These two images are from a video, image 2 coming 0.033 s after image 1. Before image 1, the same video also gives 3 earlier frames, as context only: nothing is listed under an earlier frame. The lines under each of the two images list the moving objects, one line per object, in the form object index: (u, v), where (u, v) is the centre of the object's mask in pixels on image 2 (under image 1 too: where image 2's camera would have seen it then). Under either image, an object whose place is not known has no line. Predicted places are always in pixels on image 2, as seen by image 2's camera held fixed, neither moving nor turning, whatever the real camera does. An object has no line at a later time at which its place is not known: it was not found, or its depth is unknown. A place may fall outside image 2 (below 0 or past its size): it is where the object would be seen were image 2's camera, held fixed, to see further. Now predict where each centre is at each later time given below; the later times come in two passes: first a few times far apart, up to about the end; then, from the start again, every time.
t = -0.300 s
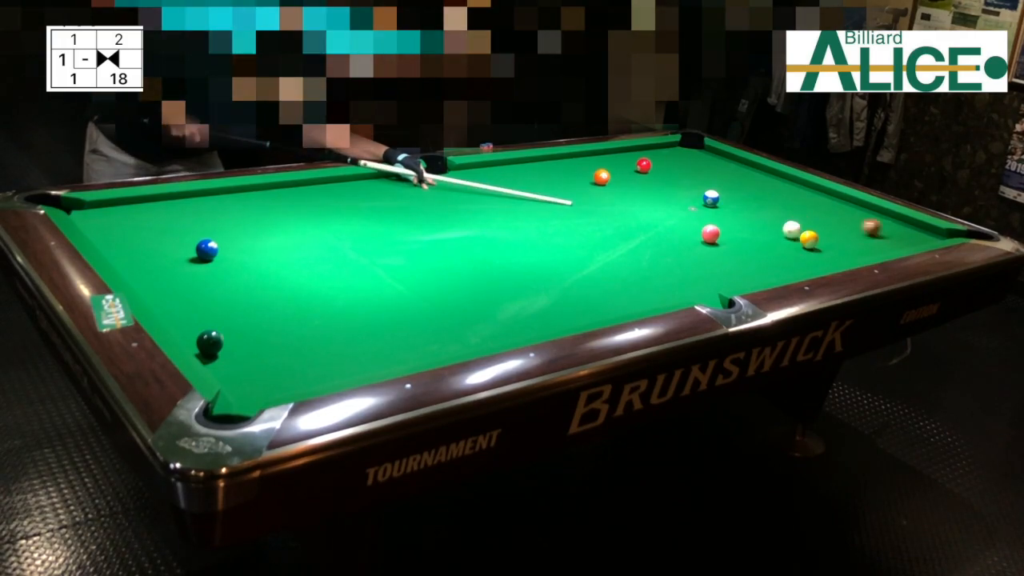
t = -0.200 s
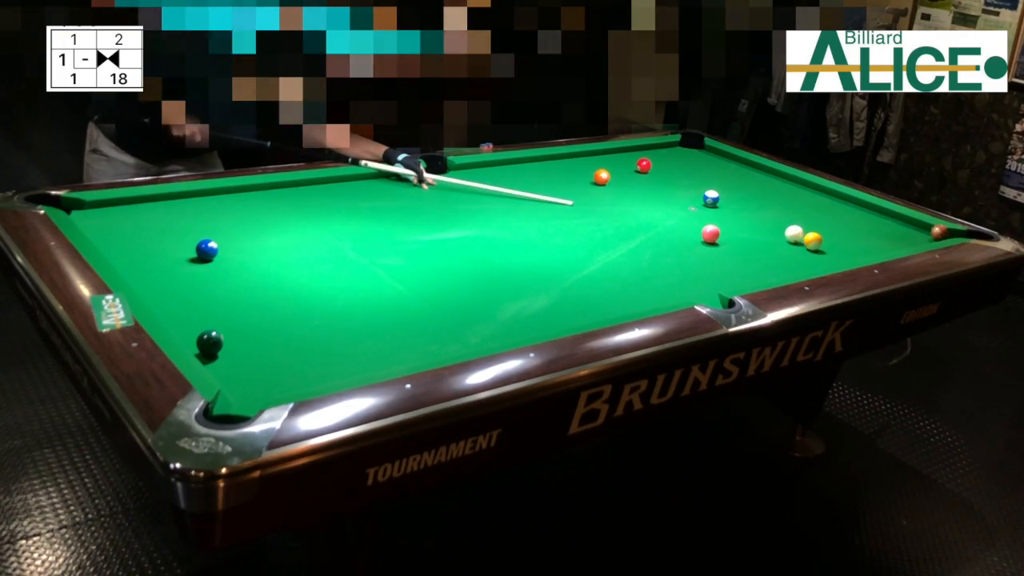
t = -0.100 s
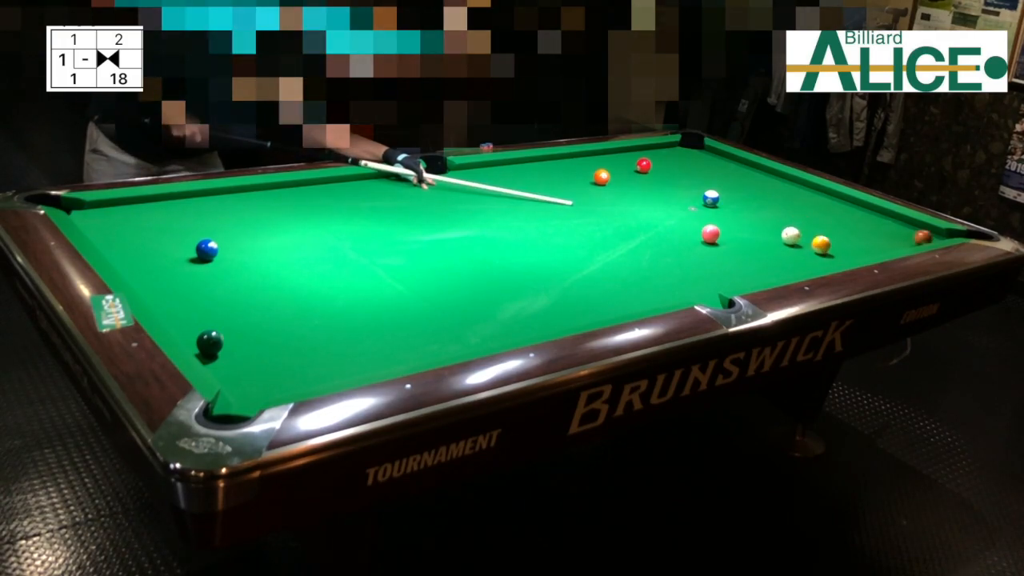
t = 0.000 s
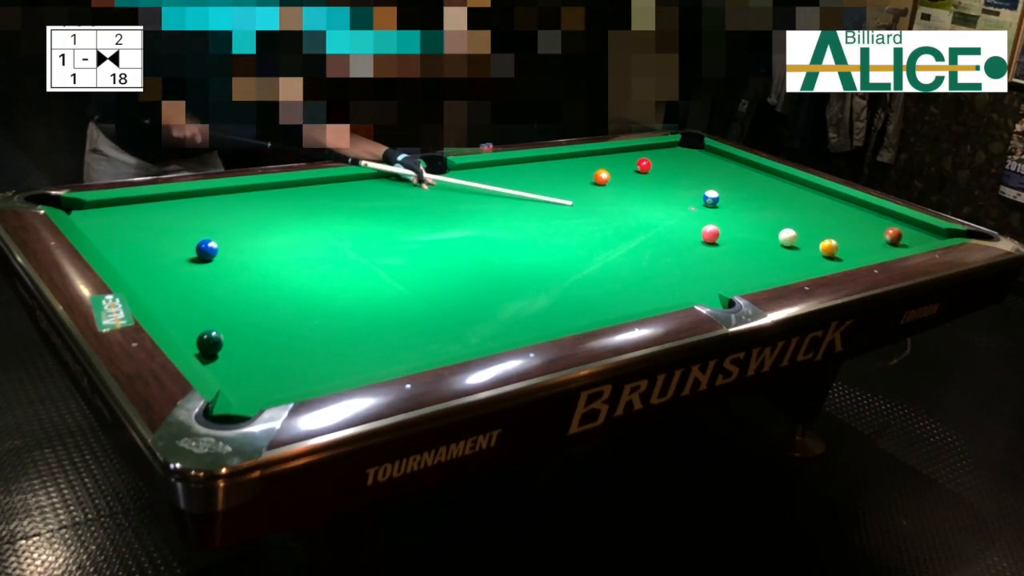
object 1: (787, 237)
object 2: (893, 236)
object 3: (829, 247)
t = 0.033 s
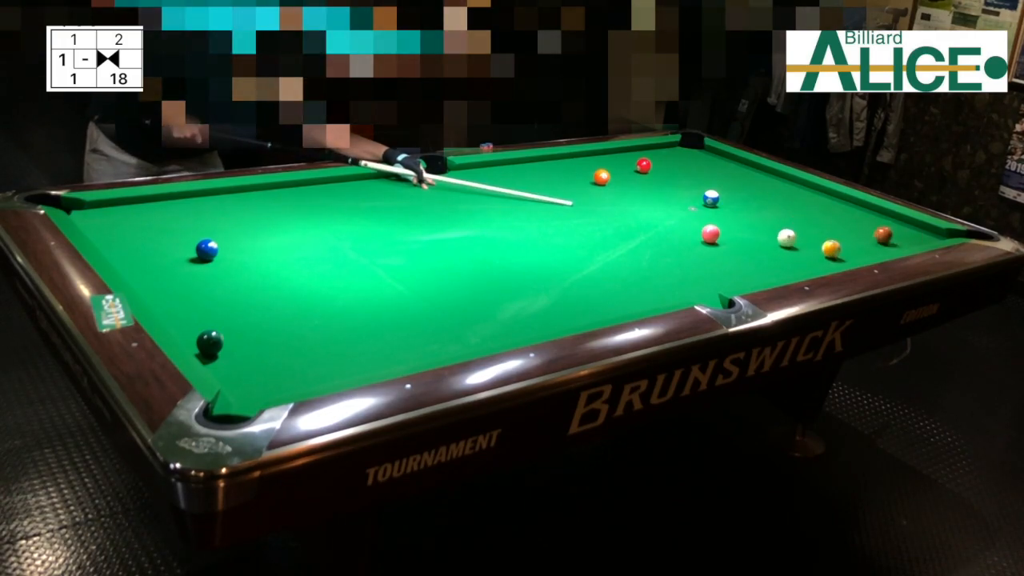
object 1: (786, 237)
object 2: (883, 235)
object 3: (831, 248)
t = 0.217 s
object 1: (781, 241)
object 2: (831, 231)
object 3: (845, 254)
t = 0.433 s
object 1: (774, 244)
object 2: (769, 226)
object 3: (850, 254)
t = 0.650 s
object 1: (768, 247)
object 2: (708, 220)
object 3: (841, 253)
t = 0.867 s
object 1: (763, 250)
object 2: (648, 217)
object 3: (834, 250)
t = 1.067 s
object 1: (758, 253)
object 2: (593, 213)
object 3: (827, 247)
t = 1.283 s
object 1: (753, 255)
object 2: (536, 208)
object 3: (822, 245)
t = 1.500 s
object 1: (748, 258)
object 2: (478, 203)
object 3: (817, 242)
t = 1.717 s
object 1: (744, 259)
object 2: (421, 199)
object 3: (813, 241)
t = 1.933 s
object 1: (740, 261)
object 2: (364, 194)
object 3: (810, 239)
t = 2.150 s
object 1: (737, 263)
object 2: (308, 190)
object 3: (807, 238)
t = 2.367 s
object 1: (734, 264)
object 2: (261, 189)
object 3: (806, 238)
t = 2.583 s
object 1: (732, 265)
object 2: (240, 196)
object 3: (805, 237)
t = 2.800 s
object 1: (731, 265)
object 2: (219, 204)
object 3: (804, 237)
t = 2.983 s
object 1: (730, 266)
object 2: (201, 210)
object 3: (805, 237)
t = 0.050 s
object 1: (786, 238)
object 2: (878, 235)
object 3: (832, 249)
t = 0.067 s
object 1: (785, 238)
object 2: (873, 234)
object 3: (833, 249)
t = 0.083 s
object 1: (784, 239)
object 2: (869, 234)
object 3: (835, 250)
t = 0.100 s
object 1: (784, 239)
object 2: (864, 234)
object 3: (836, 250)
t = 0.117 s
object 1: (784, 239)
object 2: (859, 233)
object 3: (838, 251)
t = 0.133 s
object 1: (783, 239)
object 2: (854, 233)
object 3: (839, 252)
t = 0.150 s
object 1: (782, 239)
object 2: (850, 232)
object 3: (840, 252)
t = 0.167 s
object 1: (782, 240)
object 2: (845, 232)
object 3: (841, 253)
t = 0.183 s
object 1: (781, 240)
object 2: (840, 232)
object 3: (843, 253)
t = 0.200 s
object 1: (781, 240)
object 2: (835, 232)
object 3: (844, 253)
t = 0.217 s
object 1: (781, 241)
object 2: (831, 231)
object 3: (845, 254)
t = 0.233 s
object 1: (780, 241)
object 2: (826, 231)
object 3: (846, 254)
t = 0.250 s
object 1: (780, 241)
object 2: (821, 231)
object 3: (847, 254)
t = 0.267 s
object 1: (779, 242)
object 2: (816, 230)
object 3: (849, 254)
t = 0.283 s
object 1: (779, 242)
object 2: (812, 230)
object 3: (850, 255)
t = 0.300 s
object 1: (778, 242)
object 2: (807, 229)
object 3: (851, 255)
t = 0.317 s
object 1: (778, 242)
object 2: (803, 229)
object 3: (852, 255)
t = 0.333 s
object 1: (777, 243)
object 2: (797, 229)
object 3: (853, 255)
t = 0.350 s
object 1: (777, 243)
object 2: (793, 228)
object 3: (853, 255)
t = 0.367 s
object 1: (776, 243)
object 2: (788, 228)
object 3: (853, 255)
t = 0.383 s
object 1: (776, 243)
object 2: (783, 227)
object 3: (852, 255)
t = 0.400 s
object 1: (775, 244)
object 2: (779, 226)
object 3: (851, 255)
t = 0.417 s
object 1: (775, 244)
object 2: (774, 226)
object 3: (851, 255)
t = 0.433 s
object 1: (774, 244)
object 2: (769, 226)
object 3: (850, 254)
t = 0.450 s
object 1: (774, 244)
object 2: (764, 226)
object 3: (849, 254)
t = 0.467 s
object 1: (774, 245)
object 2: (760, 226)
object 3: (849, 254)
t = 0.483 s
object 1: (773, 245)
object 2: (755, 225)
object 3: (848, 254)
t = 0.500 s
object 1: (773, 245)
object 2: (750, 225)
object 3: (847, 254)
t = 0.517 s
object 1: (772, 246)
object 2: (745, 225)
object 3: (847, 254)
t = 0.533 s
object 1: (771, 246)
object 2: (741, 224)
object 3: (846, 254)
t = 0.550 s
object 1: (771, 246)
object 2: (736, 224)
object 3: (845, 254)
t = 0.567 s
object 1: (771, 246)
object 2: (731, 224)
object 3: (845, 254)
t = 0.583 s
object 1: (770, 246)
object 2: (727, 223)
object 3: (844, 254)
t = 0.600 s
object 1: (770, 246)
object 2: (723, 222)
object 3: (843, 253)
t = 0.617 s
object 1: (769, 247)
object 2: (718, 221)
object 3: (843, 253)
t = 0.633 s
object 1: (769, 247)
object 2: (713, 220)
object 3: (842, 253)
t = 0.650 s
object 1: (768, 247)
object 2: (708, 220)
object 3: (841, 253)
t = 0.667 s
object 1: (768, 247)
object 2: (703, 220)
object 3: (841, 253)
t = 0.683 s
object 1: (767, 248)
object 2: (698, 220)
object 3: (840, 253)
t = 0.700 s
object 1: (767, 248)
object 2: (694, 221)
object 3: (840, 252)
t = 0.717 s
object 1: (767, 248)
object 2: (690, 220)
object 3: (839, 252)
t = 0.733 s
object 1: (766, 248)
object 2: (685, 220)
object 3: (838, 252)
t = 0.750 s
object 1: (766, 249)
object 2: (680, 220)
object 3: (838, 252)
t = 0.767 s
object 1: (765, 249)
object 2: (676, 219)
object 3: (837, 251)
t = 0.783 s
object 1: (765, 249)
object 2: (671, 219)
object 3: (836, 251)
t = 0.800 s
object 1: (764, 249)
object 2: (666, 219)
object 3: (836, 251)
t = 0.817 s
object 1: (764, 250)
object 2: (662, 218)
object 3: (835, 250)
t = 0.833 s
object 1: (764, 250)
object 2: (657, 218)
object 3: (835, 250)
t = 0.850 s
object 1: (763, 250)
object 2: (653, 218)
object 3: (834, 250)
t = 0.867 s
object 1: (763, 250)
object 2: (648, 217)
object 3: (834, 250)
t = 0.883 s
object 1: (762, 251)
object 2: (643, 217)
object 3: (833, 250)
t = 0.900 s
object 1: (762, 251)
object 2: (639, 216)
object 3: (833, 249)
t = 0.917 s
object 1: (762, 251)
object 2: (634, 216)
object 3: (832, 249)
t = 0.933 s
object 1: (761, 251)
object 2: (630, 216)
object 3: (831, 249)
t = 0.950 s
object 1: (761, 251)
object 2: (626, 215)
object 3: (831, 249)
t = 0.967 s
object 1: (760, 251)
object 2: (621, 215)
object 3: (830, 248)
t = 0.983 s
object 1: (760, 252)
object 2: (616, 215)
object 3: (830, 248)
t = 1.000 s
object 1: (759, 252)
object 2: (612, 214)
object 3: (829, 248)
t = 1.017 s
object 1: (759, 252)
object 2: (607, 214)
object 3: (829, 248)
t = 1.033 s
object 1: (759, 252)
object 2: (602, 214)
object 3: (828, 248)
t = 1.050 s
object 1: (758, 252)
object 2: (598, 213)
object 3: (828, 247)
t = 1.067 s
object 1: (758, 253)
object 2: (593, 213)
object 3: (827, 247)
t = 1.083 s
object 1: (757, 253)
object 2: (589, 212)
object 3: (827, 247)
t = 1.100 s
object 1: (757, 253)
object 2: (585, 212)
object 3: (826, 247)
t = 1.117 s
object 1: (757, 253)
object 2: (580, 212)
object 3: (826, 247)
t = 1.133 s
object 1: (756, 253)
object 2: (576, 211)
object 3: (825, 246)
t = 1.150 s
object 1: (756, 254)
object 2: (572, 211)
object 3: (825, 246)
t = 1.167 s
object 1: (755, 254)
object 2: (567, 211)
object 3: (825, 246)
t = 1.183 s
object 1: (755, 254)
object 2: (563, 210)
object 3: (824, 246)
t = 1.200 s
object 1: (755, 254)
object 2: (558, 210)
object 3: (824, 245)
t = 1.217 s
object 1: (754, 255)
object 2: (554, 210)
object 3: (823, 245)
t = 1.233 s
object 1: (754, 254)
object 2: (549, 209)
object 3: (823, 245)
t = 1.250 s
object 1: (753, 255)
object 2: (545, 209)
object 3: (822, 245)
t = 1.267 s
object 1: (753, 255)
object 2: (540, 208)
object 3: (822, 245)
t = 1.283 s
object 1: (753, 255)
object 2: (536, 208)
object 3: (822, 245)
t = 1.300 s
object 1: (752, 255)
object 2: (531, 208)
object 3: (821, 244)
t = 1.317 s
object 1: (752, 256)
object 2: (527, 207)
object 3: (821, 244)
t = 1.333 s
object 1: (752, 256)
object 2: (522, 207)
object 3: (821, 244)
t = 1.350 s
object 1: (751, 256)
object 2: (518, 207)
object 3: (820, 244)
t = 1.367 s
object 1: (751, 256)
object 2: (513, 206)
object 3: (820, 244)
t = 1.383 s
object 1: (750, 256)
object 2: (509, 206)
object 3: (819, 243)
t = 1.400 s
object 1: (750, 257)
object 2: (504, 206)
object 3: (819, 243)
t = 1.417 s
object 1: (750, 257)
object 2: (500, 205)
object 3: (818, 243)
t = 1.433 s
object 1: (749, 257)
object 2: (496, 205)
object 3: (818, 243)
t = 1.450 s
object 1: (749, 257)
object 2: (491, 204)
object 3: (818, 243)
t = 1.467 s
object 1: (749, 257)
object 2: (486, 204)
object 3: (817, 243)
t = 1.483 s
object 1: (748, 257)
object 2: (483, 204)
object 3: (817, 243)
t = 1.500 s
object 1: (748, 258)
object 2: (478, 203)
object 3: (817, 242)
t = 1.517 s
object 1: (748, 257)
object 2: (474, 203)
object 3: (816, 242)
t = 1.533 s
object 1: (747, 258)
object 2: (469, 203)
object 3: (816, 242)
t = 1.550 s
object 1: (747, 258)
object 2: (465, 202)
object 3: (816, 242)
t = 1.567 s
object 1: (747, 258)
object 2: (460, 202)
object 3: (815, 242)
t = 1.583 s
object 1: (746, 258)
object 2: (456, 202)
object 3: (815, 242)
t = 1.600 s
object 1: (746, 259)
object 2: (451, 201)
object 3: (815, 242)
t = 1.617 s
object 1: (746, 259)
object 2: (447, 201)
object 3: (814, 241)
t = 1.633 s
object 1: (745, 259)
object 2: (442, 201)
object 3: (814, 241)
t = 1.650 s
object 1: (745, 259)
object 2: (438, 200)
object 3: (814, 241)
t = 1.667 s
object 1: (745, 259)
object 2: (434, 200)
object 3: (813, 241)
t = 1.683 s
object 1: (745, 259)
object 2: (430, 199)
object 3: (813, 241)
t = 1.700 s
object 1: (744, 259)
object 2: (425, 199)
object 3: (813, 241)
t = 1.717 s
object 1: (744, 259)
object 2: (421, 199)
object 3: (813, 241)
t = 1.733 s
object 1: (744, 259)
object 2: (417, 198)
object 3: (812, 241)
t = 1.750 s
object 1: (743, 260)
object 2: (412, 198)
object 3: (812, 240)
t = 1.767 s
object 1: (743, 260)
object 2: (408, 198)
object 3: (812, 240)
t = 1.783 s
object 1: (743, 260)
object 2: (404, 197)
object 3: (812, 240)
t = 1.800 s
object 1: (742, 260)
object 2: (399, 197)
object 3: (811, 240)
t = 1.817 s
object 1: (742, 260)
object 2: (394, 197)
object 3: (811, 240)
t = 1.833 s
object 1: (742, 260)
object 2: (390, 196)
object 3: (811, 240)
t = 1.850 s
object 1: (741, 261)
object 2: (386, 196)
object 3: (811, 240)
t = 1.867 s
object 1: (741, 261)
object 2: (381, 196)
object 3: (811, 240)
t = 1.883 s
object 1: (741, 261)
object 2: (377, 195)
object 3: (810, 240)
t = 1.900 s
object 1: (741, 261)
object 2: (373, 195)
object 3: (810, 240)
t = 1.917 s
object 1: (740, 261)
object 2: (368, 195)
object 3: (810, 239)
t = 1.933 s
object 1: (740, 261)
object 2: (364, 194)
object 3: (810, 239)
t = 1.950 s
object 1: (740, 261)
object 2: (359, 194)
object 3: (809, 239)
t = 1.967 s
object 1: (740, 262)
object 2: (355, 194)
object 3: (809, 239)
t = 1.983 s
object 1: (739, 262)
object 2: (351, 193)
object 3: (809, 239)
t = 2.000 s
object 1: (739, 262)
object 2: (347, 193)
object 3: (809, 239)
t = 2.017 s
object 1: (739, 262)
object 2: (342, 193)
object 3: (809, 239)
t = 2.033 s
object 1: (738, 262)
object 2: (338, 193)
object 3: (808, 239)
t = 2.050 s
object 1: (738, 262)
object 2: (333, 192)
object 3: (808, 239)
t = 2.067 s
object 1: (738, 262)
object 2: (329, 192)
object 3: (808, 238)
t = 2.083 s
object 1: (738, 262)
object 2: (325, 191)
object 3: (808, 238)
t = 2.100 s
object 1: (737, 262)
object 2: (320, 191)
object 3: (808, 238)
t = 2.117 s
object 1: (737, 262)
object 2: (316, 190)
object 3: (807, 238)
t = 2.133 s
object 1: (737, 263)
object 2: (312, 191)
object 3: (807, 238)
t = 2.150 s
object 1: (737, 263)
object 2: (308, 190)
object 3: (807, 238)
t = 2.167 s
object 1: (736, 263)
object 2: (303, 190)
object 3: (807, 238)
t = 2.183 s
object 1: (736, 263)
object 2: (299, 189)
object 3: (807, 238)
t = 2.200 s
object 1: (736, 263)
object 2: (295, 189)
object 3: (807, 238)
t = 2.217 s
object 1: (736, 263)
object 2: (290, 189)
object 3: (806, 238)
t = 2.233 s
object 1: (736, 263)
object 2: (286, 188)
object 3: (806, 238)
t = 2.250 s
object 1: (736, 263)
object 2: (281, 188)
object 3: (806, 238)
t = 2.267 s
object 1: (735, 263)
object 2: (277, 188)
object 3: (806, 238)
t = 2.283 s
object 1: (735, 263)
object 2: (274, 187)
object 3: (806, 238)
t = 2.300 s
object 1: (735, 263)
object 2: (269, 187)
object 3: (806, 238)
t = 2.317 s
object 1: (735, 263)
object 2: (265, 187)
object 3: (806, 238)
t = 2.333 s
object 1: (735, 264)
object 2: (264, 188)
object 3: (806, 238)
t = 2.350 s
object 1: (734, 264)
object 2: (262, 188)
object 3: (806, 238)
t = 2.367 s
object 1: (734, 264)
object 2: (261, 189)
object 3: (806, 238)
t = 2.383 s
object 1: (734, 264)
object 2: (260, 189)
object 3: (806, 238)
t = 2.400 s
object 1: (734, 264)
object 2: (258, 189)
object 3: (805, 238)
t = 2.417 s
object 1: (734, 264)
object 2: (256, 191)
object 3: (805, 237)
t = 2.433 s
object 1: (734, 264)
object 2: (254, 191)
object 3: (805, 237)
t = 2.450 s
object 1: (733, 264)
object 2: (253, 192)
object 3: (805, 237)
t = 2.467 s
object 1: (733, 264)
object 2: (251, 192)
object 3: (805, 237)
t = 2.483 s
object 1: (733, 264)
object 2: (250, 193)
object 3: (805, 237)
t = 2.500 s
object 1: (733, 264)
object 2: (248, 193)
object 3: (805, 237)
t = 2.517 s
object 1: (733, 265)
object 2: (246, 194)
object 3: (805, 237)
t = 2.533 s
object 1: (733, 265)
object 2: (245, 194)
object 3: (805, 237)
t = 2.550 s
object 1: (733, 265)
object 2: (243, 195)
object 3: (805, 237)
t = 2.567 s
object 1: (732, 265)
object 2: (242, 195)
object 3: (805, 237)
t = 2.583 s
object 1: (732, 265)
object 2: (240, 196)
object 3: (805, 237)
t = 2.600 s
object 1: (732, 265)
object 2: (239, 196)
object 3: (805, 237)
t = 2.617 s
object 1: (732, 265)
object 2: (237, 197)
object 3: (805, 237)
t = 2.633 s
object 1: (732, 265)
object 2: (235, 197)
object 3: (804, 237)
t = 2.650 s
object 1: (732, 265)
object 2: (234, 198)
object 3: (805, 237)
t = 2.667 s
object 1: (732, 265)
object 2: (232, 199)
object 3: (805, 237)
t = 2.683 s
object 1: (732, 265)
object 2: (230, 199)
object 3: (804, 237)
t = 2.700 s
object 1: (732, 265)
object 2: (228, 200)
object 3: (804, 237)
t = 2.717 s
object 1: (731, 265)
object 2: (227, 201)
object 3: (804, 237)
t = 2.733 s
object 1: (731, 265)
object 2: (225, 201)
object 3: (804, 237)
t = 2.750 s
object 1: (731, 265)
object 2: (224, 202)
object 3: (805, 237)
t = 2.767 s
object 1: (731, 265)
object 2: (222, 202)
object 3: (804, 237)
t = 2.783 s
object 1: (731, 265)
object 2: (221, 203)
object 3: (804, 237)
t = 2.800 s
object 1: (731, 265)
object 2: (219, 204)
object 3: (804, 237)
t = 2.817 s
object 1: (731, 265)
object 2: (218, 204)
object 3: (804, 237)
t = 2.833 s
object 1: (731, 265)
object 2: (216, 205)
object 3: (805, 237)
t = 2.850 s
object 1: (730, 266)
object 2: (214, 205)
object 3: (804, 237)
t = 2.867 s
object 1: (731, 265)
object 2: (212, 206)
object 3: (804, 237)
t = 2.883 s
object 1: (730, 266)
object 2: (211, 207)
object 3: (805, 237)
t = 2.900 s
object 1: (730, 266)
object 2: (209, 207)
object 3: (805, 237)
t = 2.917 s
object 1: (730, 266)
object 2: (208, 208)
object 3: (805, 237)
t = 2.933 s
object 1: (730, 266)
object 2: (206, 208)
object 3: (805, 237)
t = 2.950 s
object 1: (730, 266)
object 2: (204, 209)
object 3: (805, 237)
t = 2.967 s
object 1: (730, 266)
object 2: (202, 210)
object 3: (805, 237)
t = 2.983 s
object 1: (730, 266)
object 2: (201, 210)
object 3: (805, 237)
